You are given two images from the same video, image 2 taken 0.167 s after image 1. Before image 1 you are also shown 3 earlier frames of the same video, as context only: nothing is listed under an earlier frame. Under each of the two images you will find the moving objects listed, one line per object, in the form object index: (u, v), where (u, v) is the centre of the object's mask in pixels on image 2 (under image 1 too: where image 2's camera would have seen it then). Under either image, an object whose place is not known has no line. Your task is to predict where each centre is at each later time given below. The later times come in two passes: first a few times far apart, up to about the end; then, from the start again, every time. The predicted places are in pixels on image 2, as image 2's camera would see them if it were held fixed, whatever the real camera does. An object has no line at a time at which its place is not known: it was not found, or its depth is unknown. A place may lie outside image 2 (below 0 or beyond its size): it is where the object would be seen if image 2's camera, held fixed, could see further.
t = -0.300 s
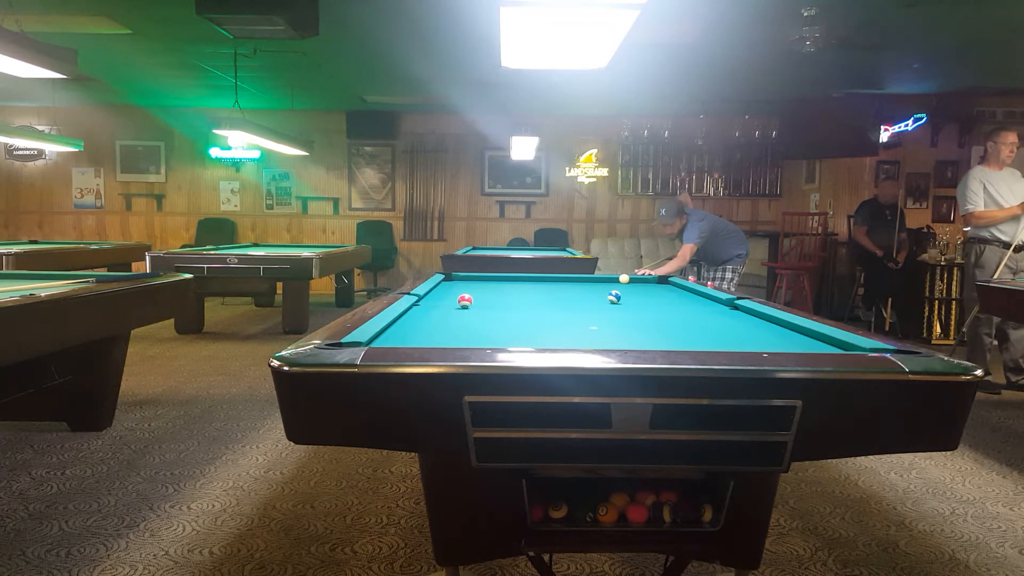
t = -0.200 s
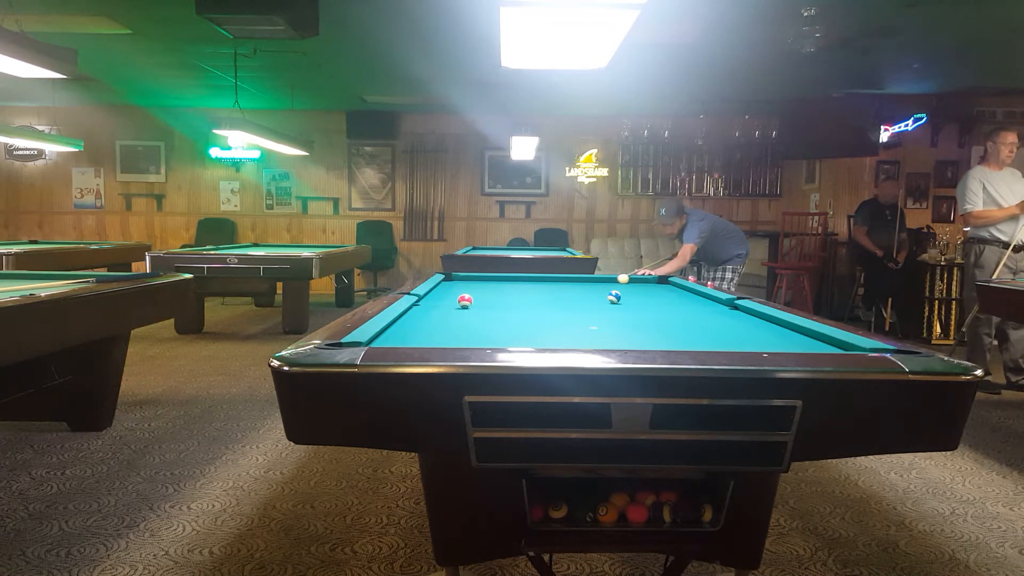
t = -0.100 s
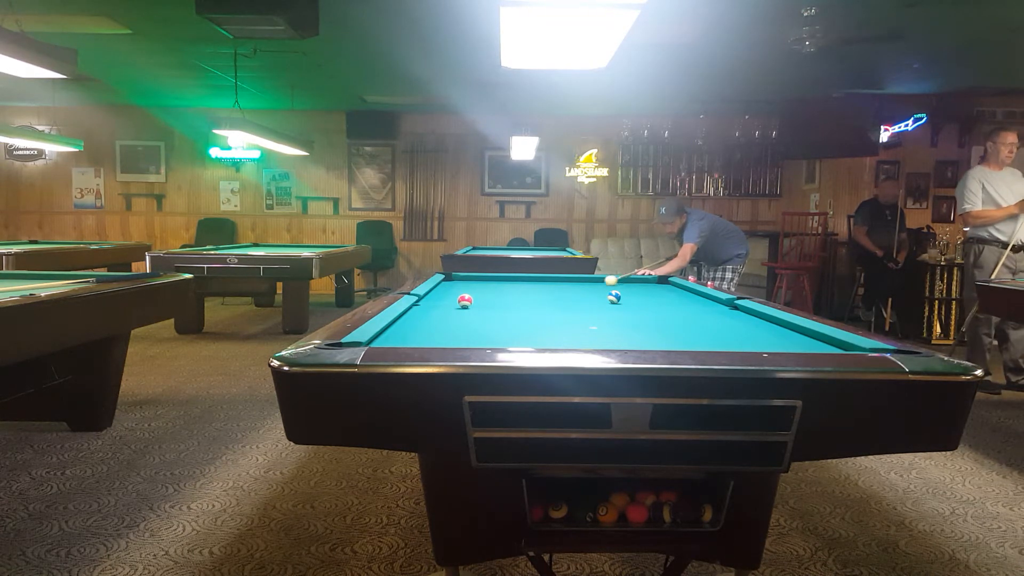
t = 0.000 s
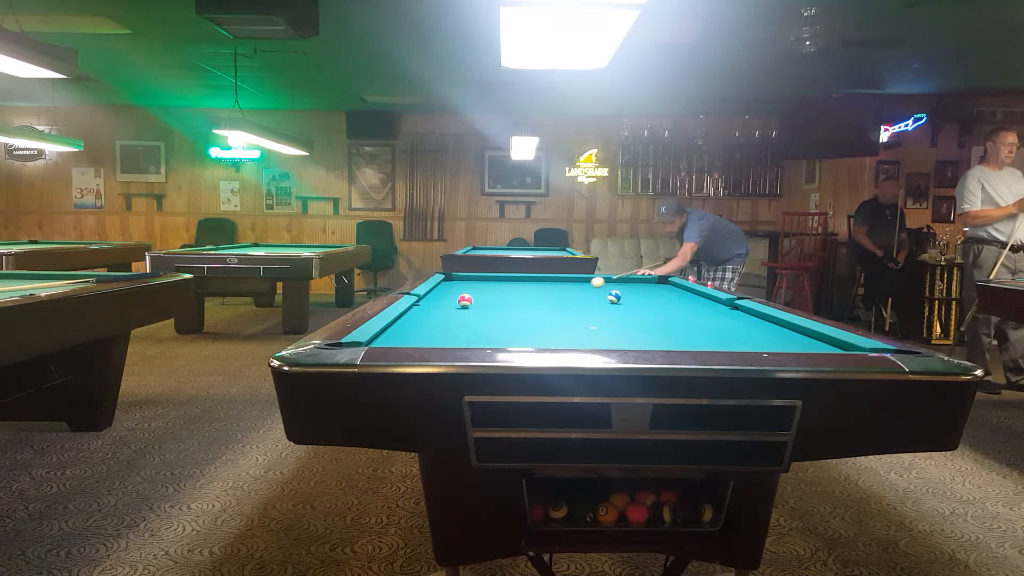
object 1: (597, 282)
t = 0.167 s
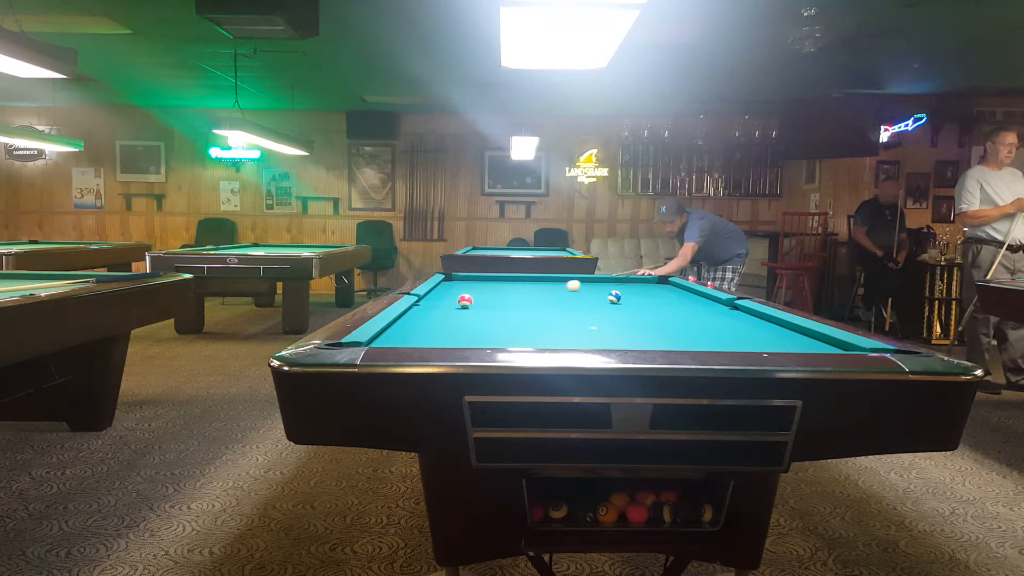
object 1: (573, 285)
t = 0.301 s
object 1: (552, 288)
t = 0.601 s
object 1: (495, 296)
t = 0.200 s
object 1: (568, 286)
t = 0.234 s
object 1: (563, 287)
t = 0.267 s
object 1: (557, 287)
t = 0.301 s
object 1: (552, 288)
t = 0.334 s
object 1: (546, 289)
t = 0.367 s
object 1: (540, 290)
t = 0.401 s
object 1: (534, 291)
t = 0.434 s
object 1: (528, 291)
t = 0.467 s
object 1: (522, 292)
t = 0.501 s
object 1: (516, 293)
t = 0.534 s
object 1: (509, 294)
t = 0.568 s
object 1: (502, 295)
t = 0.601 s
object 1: (495, 296)
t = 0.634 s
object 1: (488, 297)
